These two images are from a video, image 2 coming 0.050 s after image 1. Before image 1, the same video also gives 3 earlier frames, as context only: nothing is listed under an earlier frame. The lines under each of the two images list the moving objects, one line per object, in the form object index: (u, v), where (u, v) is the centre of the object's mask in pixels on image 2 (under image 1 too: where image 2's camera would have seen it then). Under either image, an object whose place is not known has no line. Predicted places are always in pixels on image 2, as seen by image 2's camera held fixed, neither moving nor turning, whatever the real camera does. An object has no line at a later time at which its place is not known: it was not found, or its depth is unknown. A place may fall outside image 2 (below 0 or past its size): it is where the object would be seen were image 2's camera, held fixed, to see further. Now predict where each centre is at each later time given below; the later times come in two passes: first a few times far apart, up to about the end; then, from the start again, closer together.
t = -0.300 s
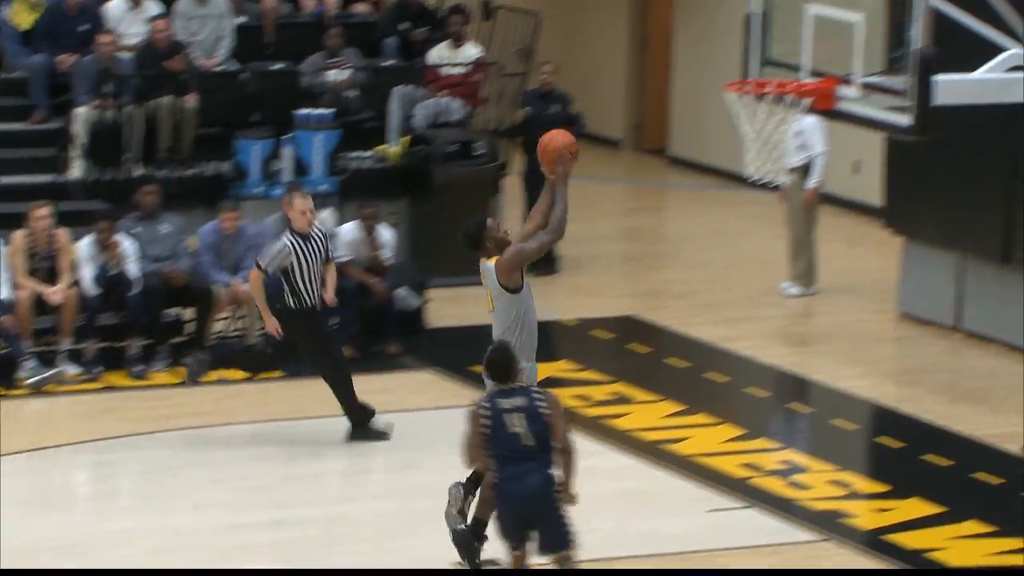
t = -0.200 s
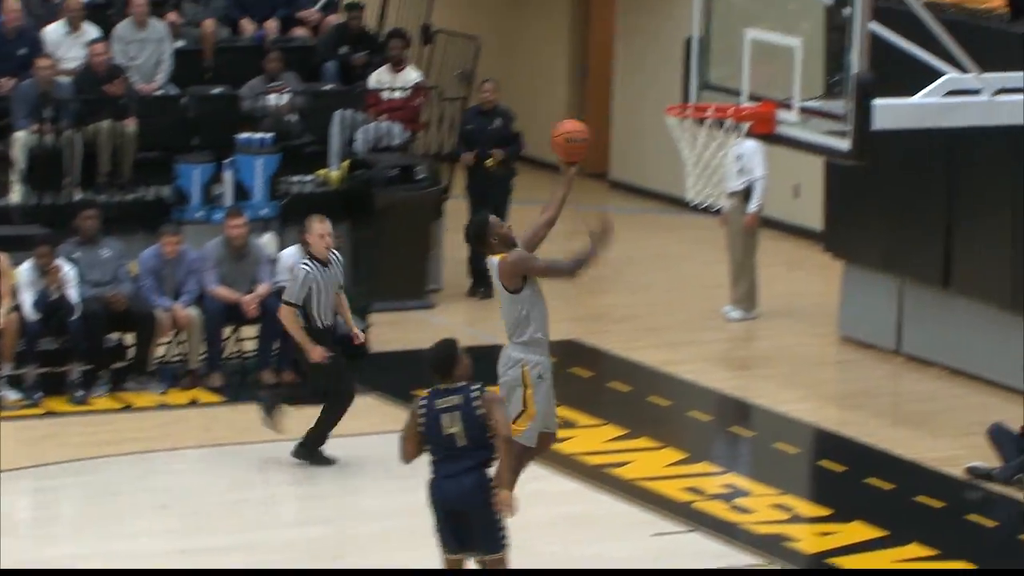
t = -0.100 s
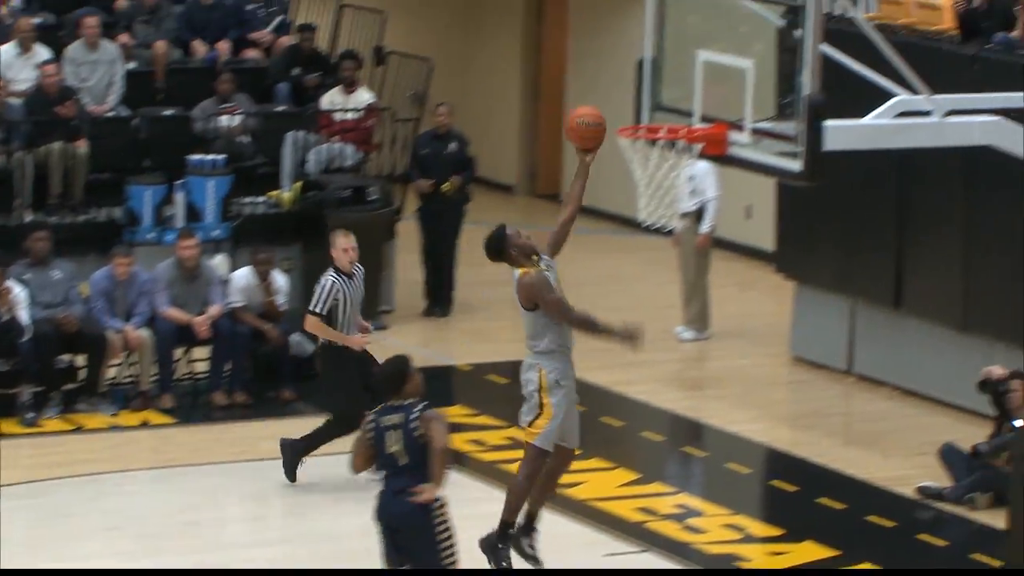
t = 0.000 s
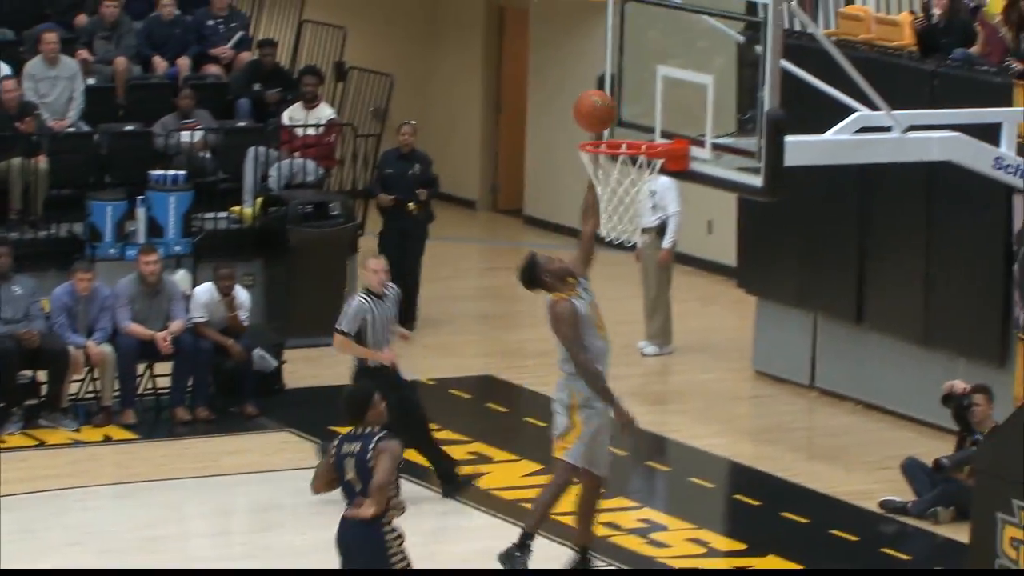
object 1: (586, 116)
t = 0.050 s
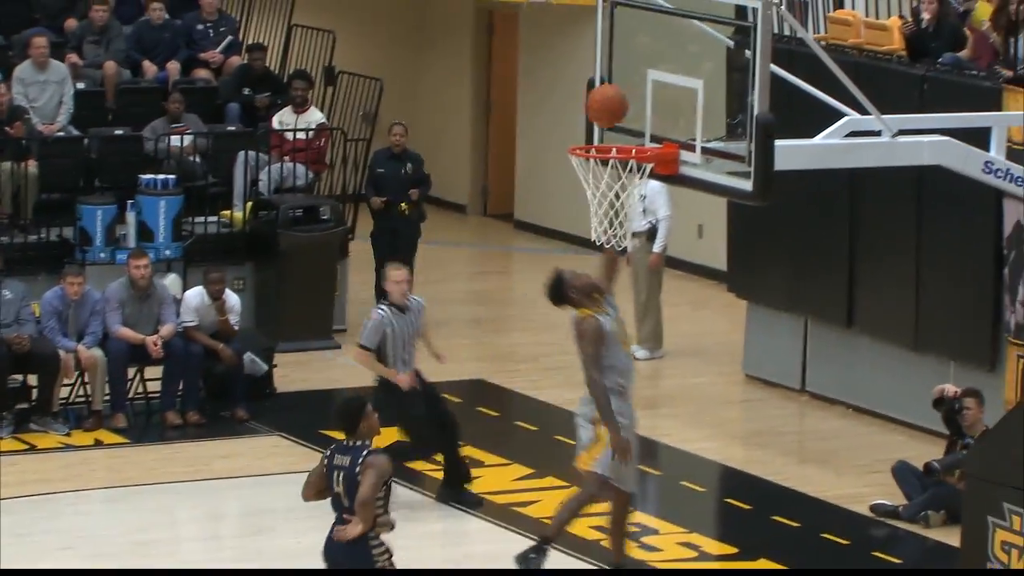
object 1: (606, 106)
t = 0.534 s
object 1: (632, 143)
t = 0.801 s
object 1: (579, 187)
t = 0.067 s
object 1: (614, 103)
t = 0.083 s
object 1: (620, 102)
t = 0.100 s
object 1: (627, 100)
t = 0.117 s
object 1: (626, 98)
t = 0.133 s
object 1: (624, 97)
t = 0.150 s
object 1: (621, 97)
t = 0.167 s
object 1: (619, 97)
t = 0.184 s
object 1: (617, 98)
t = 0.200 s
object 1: (615, 99)
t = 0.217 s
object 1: (612, 100)
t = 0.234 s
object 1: (610, 102)
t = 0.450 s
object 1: (608, 139)
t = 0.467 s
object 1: (613, 139)
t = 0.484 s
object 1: (618, 140)
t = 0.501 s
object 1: (623, 141)
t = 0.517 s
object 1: (627, 142)
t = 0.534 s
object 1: (632, 143)
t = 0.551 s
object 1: (631, 144)
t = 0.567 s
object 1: (626, 144)
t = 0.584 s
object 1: (622, 148)
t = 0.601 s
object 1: (617, 154)
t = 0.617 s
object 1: (614, 156)
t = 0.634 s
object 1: (611, 158)
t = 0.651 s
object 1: (605, 162)
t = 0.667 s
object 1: (602, 165)
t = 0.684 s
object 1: (596, 170)
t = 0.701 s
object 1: (591, 174)
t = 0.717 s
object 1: (588, 176)
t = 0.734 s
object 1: (584, 178)
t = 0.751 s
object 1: (581, 181)
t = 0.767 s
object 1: (579, 183)
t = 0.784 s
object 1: (579, 184)
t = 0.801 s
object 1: (579, 187)
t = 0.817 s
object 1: (577, 188)
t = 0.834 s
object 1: (576, 189)
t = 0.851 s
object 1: (576, 190)
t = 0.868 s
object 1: (576, 192)
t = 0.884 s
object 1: (577, 194)
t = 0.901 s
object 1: (577, 199)
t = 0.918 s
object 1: (578, 202)
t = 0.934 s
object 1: (577, 206)
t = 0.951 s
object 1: (578, 210)
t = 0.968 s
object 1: (579, 216)
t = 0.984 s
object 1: (579, 220)
